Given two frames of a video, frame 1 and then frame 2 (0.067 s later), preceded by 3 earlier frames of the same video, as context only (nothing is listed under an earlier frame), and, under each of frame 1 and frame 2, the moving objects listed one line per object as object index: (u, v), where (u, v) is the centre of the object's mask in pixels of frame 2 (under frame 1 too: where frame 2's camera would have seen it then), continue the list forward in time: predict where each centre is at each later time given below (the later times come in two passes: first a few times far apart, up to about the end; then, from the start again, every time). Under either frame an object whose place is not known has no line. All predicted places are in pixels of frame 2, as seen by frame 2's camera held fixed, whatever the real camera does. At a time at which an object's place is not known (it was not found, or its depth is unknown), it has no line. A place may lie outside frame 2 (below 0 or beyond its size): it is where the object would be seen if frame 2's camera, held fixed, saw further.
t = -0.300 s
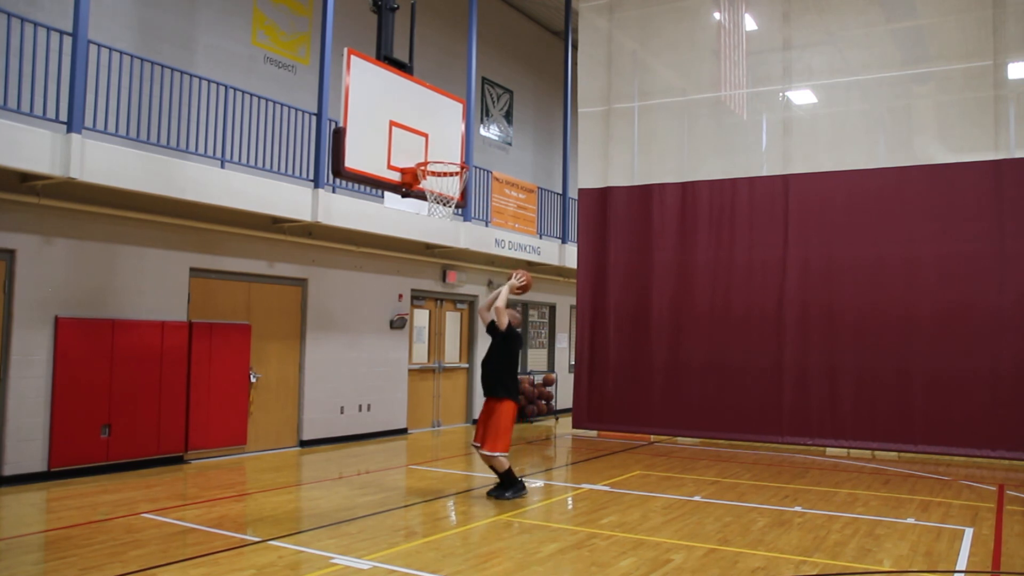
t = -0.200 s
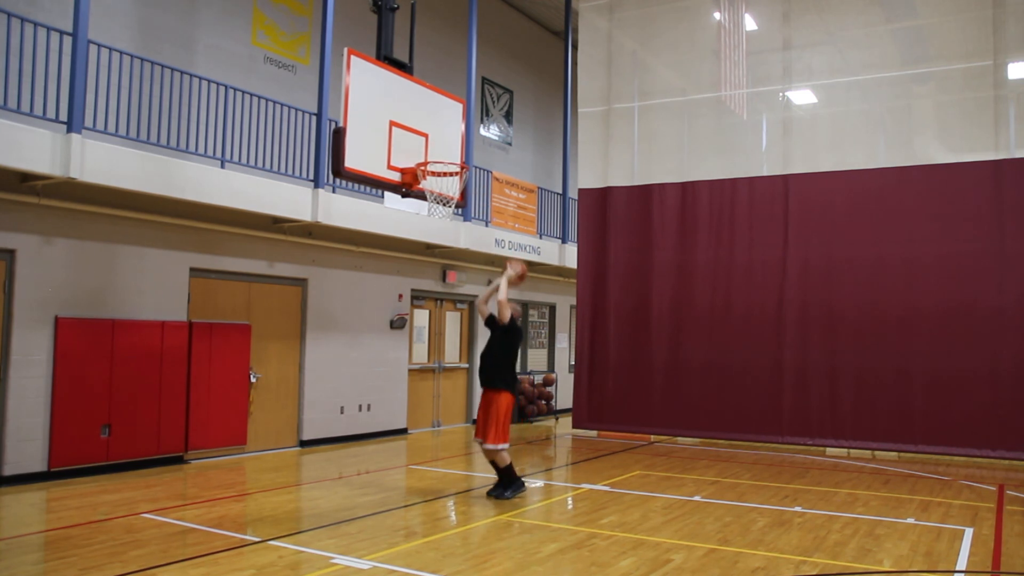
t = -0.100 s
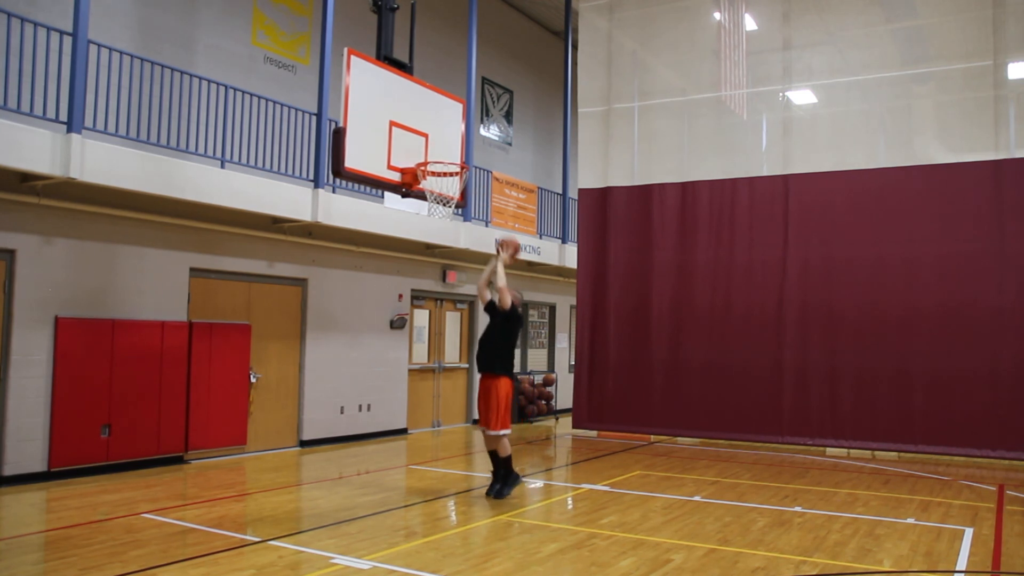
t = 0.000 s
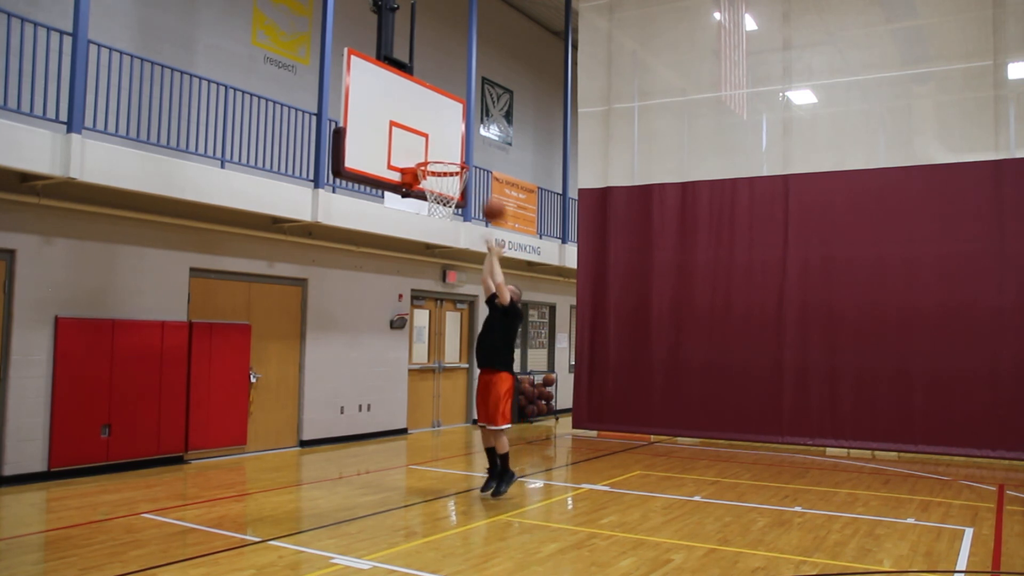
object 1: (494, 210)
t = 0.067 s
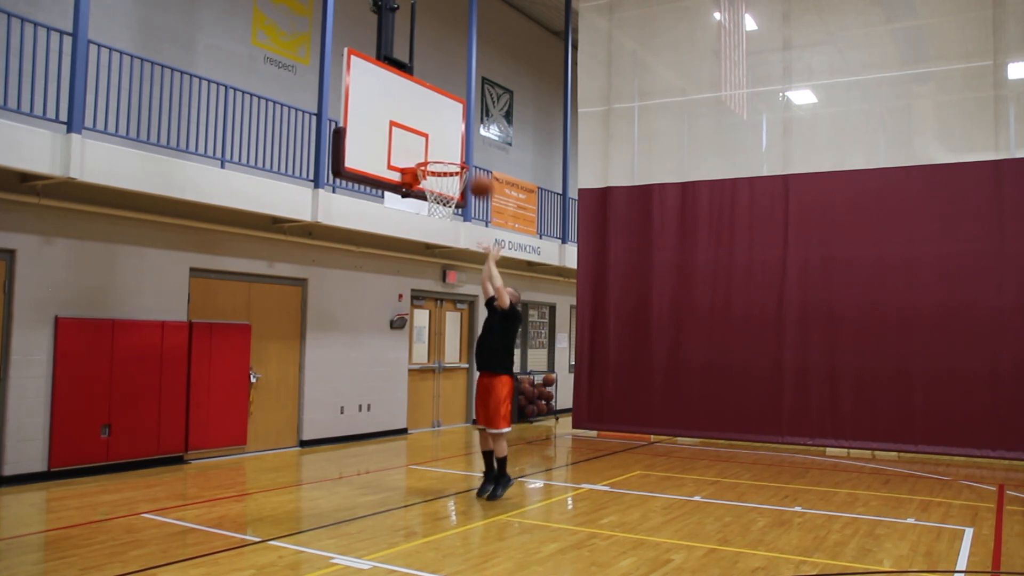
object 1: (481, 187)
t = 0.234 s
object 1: (449, 145)
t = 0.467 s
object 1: (444, 142)
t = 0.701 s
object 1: (455, 194)
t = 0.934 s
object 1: (446, 232)
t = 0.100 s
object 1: (476, 175)
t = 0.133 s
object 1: (472, 165)
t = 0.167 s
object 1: (463, 156)
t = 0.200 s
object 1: (456, 151)
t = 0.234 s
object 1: (449, 145)
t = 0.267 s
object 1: (442, 140)
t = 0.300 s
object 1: (436, 137)
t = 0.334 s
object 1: (437, 136)
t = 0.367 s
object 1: (439, 136)
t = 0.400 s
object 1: (441, 137)
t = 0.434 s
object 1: (443, 139)
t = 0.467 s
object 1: (444, 142)
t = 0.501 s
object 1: (446, 147)
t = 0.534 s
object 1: (448, 151)
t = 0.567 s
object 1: (450, 158)
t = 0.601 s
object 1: (452, 169)
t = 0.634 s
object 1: (455, 178)
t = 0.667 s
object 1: (456, 191)
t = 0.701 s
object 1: (455, 194)
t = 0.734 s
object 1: (457, 188)
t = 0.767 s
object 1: (454, 209)
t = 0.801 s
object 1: (453, 211)
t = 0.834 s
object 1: (451, 213)
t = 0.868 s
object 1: (449, 217)
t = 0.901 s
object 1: (448, 224)
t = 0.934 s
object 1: (446, 232)
